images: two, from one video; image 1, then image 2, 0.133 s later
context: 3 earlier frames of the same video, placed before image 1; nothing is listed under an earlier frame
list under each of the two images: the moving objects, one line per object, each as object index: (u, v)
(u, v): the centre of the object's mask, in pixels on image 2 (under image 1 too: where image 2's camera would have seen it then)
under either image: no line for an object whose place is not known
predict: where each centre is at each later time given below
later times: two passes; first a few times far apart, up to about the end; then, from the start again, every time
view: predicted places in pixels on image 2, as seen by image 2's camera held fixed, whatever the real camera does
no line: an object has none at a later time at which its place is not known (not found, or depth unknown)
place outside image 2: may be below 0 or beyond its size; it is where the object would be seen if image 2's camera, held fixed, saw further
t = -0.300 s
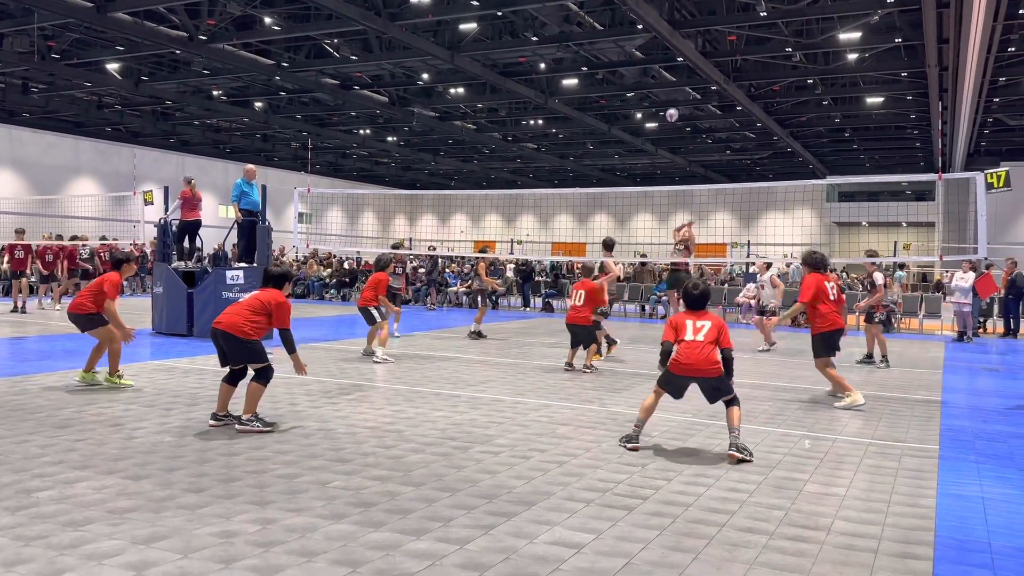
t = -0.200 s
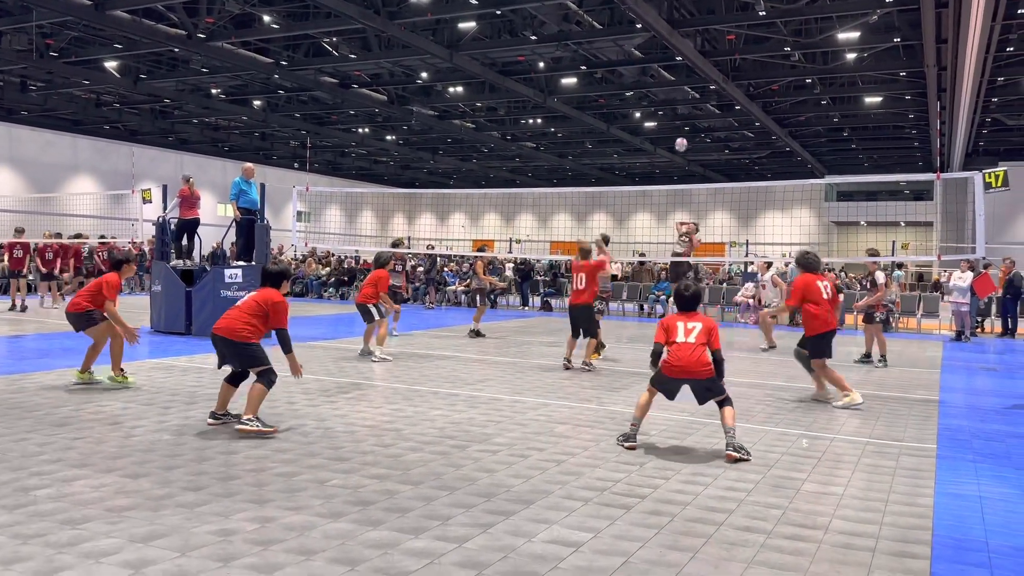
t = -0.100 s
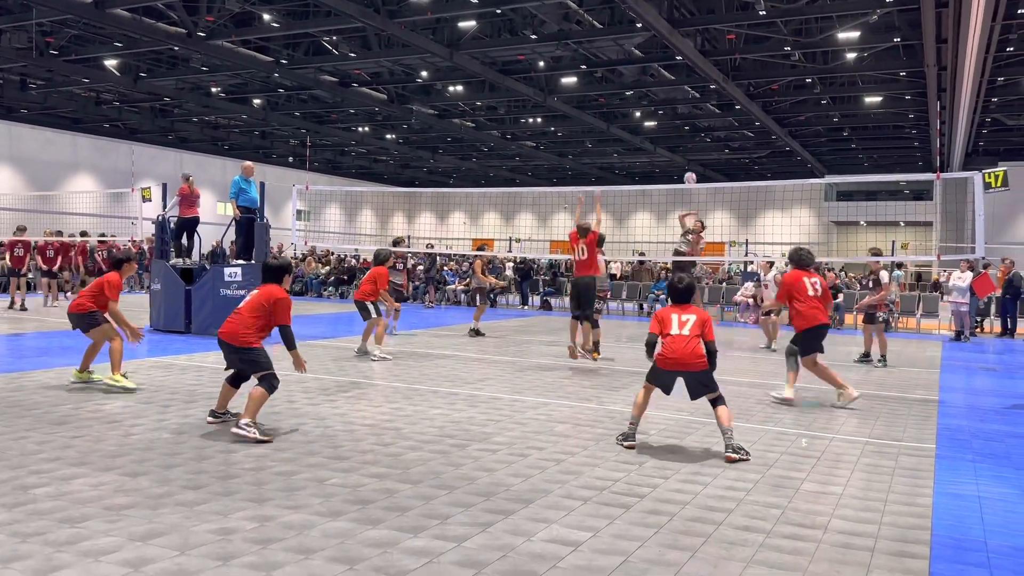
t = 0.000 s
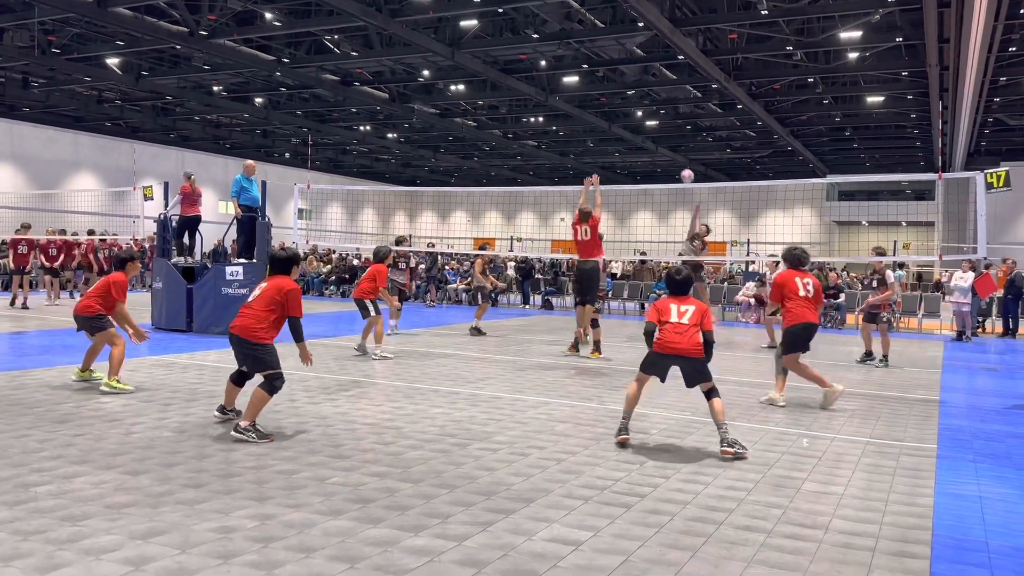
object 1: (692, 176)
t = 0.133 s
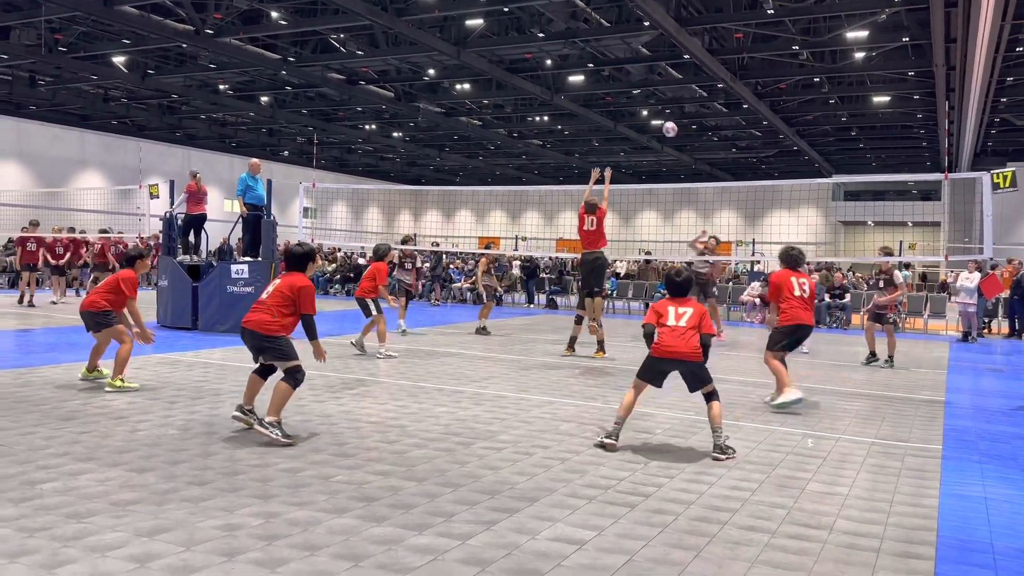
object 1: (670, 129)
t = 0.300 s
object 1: (635, 78)
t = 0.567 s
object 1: (568, 25)
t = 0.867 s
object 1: (459, 26)
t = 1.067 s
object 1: (352, 88)
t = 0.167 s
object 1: (664, 118)
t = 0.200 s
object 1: (657, 107)
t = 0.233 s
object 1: (650, 97)
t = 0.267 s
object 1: (643, 88)
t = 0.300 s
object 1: (635, 78)
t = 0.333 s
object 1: (628, 70)
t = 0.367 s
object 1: (620, 61)
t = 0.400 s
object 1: (612, 54)
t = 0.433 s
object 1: (603, 47)
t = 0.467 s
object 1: (595, 40)
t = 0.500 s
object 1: (586, 34)
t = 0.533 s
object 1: (577, 29)
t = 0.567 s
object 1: (568, 25)
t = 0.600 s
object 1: (558, 21)
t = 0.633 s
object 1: (548, 18)
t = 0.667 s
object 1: (537, 16)
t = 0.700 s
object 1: (525, 15)
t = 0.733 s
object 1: (513, 15)
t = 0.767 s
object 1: (501, 16)
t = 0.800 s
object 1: (487, 18)
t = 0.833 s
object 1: (473, 21)
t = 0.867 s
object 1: (459, 26)
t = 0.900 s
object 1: (443, 32)
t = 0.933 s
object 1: (427, 40)
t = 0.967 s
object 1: (410, 49)
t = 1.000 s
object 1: (391, 60)
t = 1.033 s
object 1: (372, 73)
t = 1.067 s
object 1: (352, 88)
